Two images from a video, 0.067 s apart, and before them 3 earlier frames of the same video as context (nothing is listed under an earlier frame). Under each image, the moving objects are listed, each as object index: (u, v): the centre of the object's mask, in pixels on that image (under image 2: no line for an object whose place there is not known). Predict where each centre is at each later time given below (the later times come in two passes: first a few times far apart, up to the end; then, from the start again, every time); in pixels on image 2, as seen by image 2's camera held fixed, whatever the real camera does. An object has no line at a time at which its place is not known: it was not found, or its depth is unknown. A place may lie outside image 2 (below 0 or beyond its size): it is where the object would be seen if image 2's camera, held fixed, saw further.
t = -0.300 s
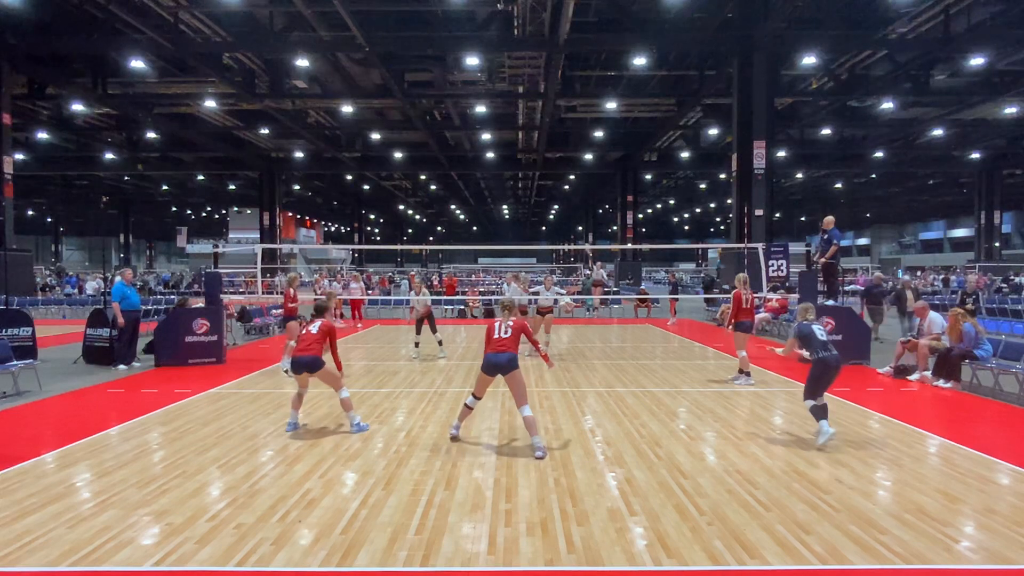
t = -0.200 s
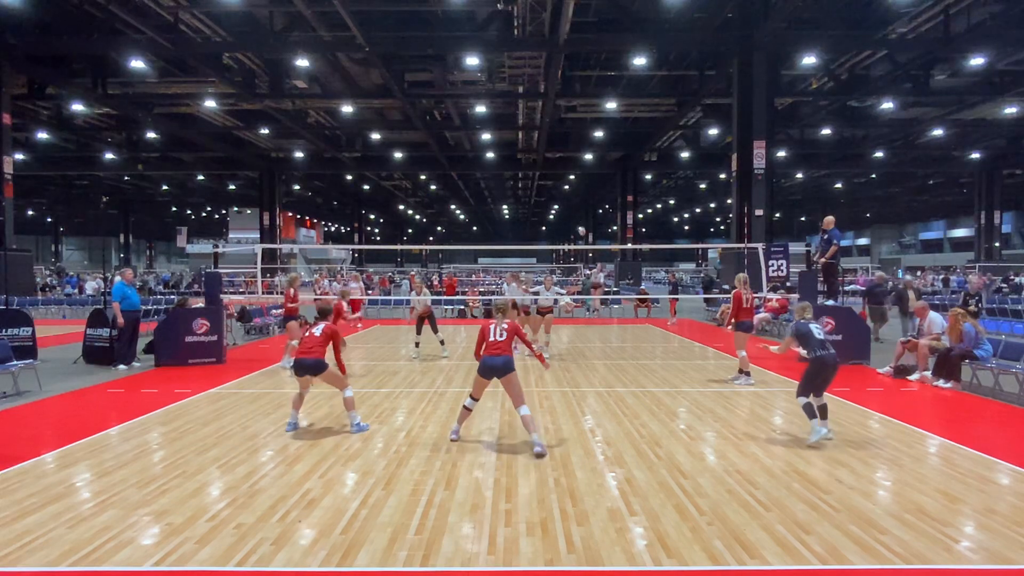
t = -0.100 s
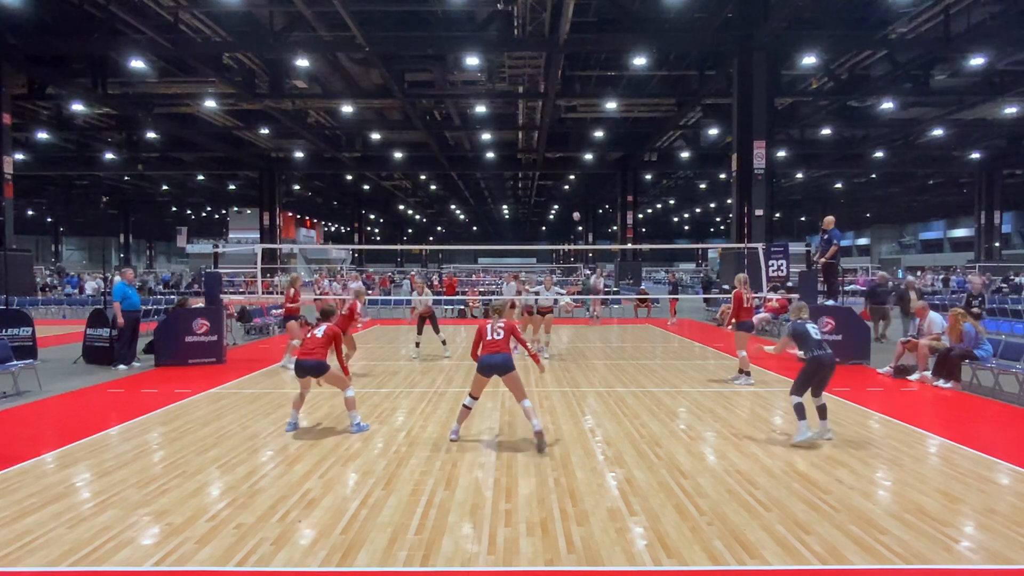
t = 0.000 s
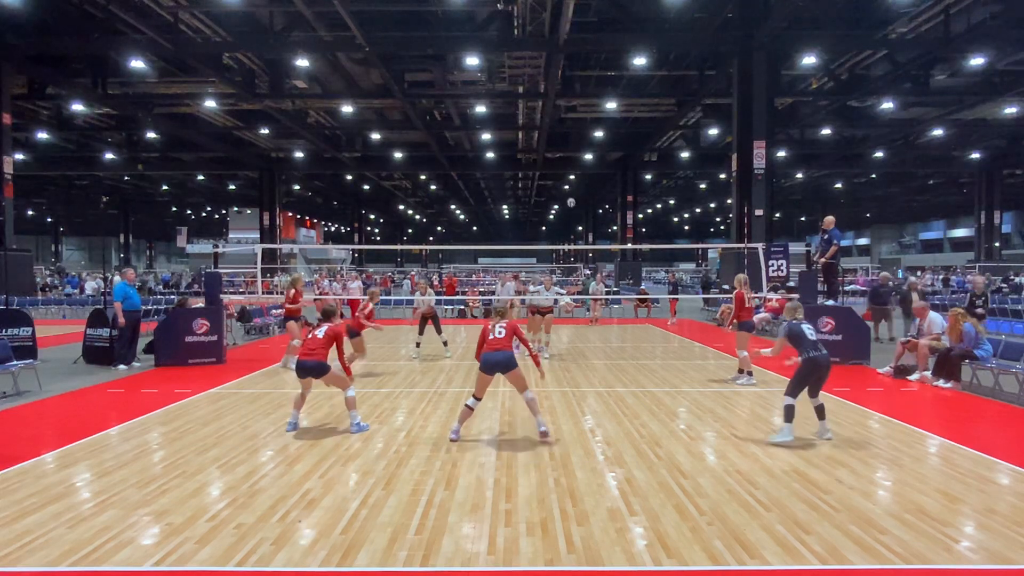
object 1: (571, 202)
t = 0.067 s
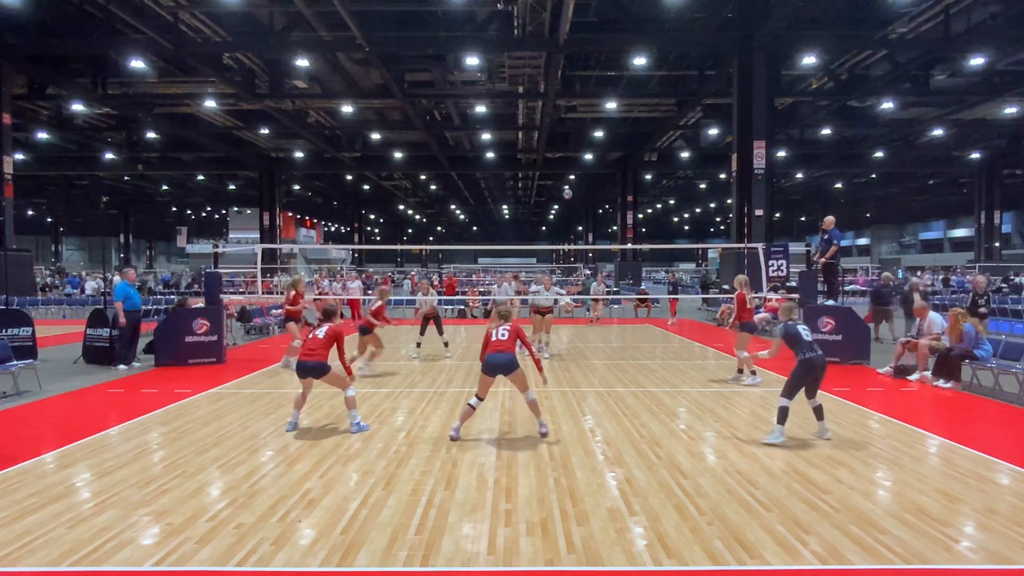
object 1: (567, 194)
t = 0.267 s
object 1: (558, 175)
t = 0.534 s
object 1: (542, 174)
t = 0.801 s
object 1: (516, 230)
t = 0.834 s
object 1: (512, 244)
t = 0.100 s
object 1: (566, 190)
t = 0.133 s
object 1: (564, 186)
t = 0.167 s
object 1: (562, 183)
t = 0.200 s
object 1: (561, 180)
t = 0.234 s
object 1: (559, 177)
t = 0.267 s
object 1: (558, 175)
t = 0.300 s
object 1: (556, 173)
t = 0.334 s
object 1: (554, 172)
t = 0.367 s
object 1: (553, 171)
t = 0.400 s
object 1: (551, 171)
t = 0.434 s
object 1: (549, 170)
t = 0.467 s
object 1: (547, 171)
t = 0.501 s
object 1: (545, 172)
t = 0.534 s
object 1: (542, 174)
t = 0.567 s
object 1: (540, 177)
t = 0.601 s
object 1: (537, 180)
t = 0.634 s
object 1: (534, 186)
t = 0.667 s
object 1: (531, 192)
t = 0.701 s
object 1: (528, 199)
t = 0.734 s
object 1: (524, 208)
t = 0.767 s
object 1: (520, 218)
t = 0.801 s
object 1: (516, 230)
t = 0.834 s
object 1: (512, 244)
